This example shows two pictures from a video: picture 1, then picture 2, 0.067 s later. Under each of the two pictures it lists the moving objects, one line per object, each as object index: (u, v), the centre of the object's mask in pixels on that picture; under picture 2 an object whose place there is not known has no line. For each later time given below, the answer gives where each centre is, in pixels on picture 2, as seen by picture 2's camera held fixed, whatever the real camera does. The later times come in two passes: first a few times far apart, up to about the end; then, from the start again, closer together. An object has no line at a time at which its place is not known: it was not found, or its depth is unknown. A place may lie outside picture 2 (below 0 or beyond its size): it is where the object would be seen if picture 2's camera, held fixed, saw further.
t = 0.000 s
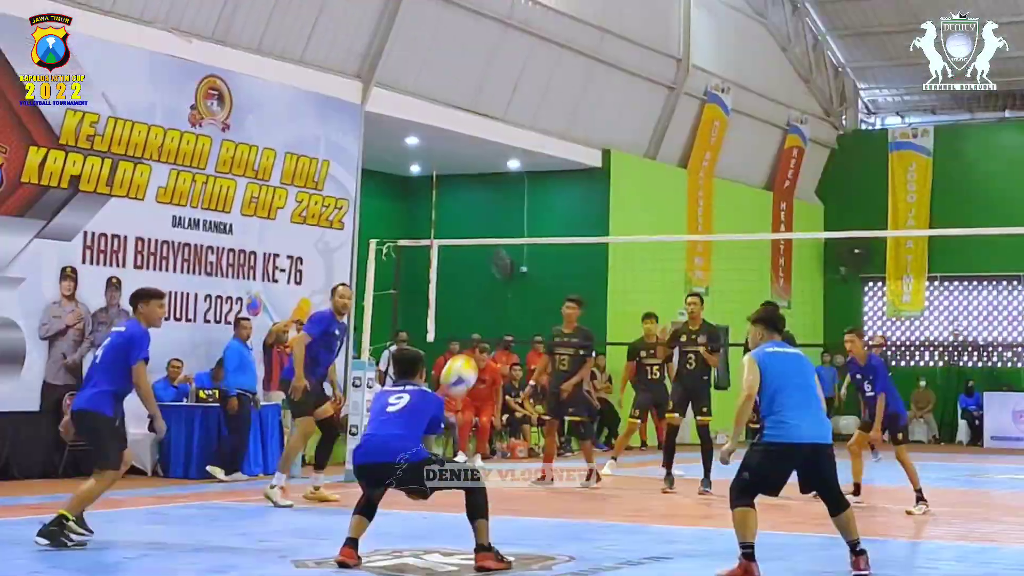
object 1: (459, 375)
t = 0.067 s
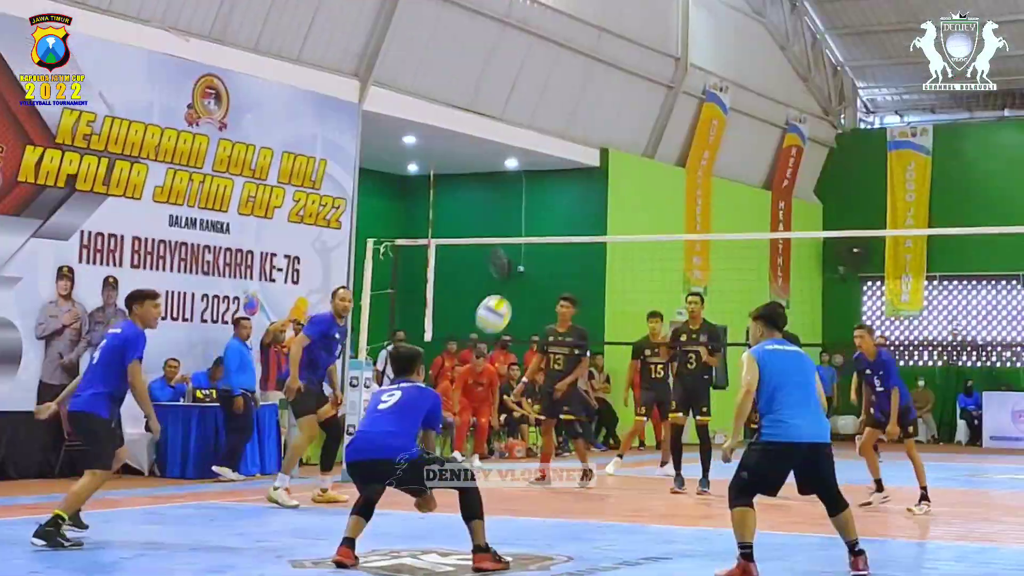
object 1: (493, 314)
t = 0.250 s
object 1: (583, 195)
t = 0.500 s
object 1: (684, 120)
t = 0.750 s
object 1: (770, 128)
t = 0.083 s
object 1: (502, 300)
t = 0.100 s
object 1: (511, 287)
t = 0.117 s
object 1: (519, 274)
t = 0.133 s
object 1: (527, 262)
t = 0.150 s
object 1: (535, 251)
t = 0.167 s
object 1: (543, 240)
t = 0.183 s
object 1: (552, 229)
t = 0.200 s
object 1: (560, 219)
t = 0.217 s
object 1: (567, 211)
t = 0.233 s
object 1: (575, 202)
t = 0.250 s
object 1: (583, 195)
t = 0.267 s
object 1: (590, 186)
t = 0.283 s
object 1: (597, 178)
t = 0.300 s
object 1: (604, 172)
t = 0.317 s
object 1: (611, 164)
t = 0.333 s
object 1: (618, 159)
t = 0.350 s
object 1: (627, 151)
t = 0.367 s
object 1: (632, 146)
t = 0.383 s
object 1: (640, 142)
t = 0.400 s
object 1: (646, 139)
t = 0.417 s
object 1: (652, 136)
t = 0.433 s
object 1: (659, 131)
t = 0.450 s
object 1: (665, 128)
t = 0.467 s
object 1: (672, 124)
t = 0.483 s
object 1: (678, 122)
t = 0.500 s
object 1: (684, 120)
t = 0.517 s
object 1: (690, 119)
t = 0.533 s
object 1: (697, 117)
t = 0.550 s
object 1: (703, 115)
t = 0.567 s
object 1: (709, 115)
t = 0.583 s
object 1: (715, 113)
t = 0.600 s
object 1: (720, 114)
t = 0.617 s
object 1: (727, 115)
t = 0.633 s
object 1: (733, 115)
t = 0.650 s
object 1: (738, 116)
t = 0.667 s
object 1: (743, 117)
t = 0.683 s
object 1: (748, 119)
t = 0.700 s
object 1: (754, 121)
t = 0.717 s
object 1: (759, 123)
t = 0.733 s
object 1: (764, 125)
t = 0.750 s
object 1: (770, 128)
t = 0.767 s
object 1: (776, 131)
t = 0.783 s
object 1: (781, 134)
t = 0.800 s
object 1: (786, 139)
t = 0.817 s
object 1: (791, 143)
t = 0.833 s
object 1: (796, 147)
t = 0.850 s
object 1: (801, 152)
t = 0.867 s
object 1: (806, 156)
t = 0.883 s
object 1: (811, 161)
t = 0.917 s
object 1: (820, 173)
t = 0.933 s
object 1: (825, 179)
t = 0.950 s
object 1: (830, 185)
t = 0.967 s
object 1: (835, 191)
